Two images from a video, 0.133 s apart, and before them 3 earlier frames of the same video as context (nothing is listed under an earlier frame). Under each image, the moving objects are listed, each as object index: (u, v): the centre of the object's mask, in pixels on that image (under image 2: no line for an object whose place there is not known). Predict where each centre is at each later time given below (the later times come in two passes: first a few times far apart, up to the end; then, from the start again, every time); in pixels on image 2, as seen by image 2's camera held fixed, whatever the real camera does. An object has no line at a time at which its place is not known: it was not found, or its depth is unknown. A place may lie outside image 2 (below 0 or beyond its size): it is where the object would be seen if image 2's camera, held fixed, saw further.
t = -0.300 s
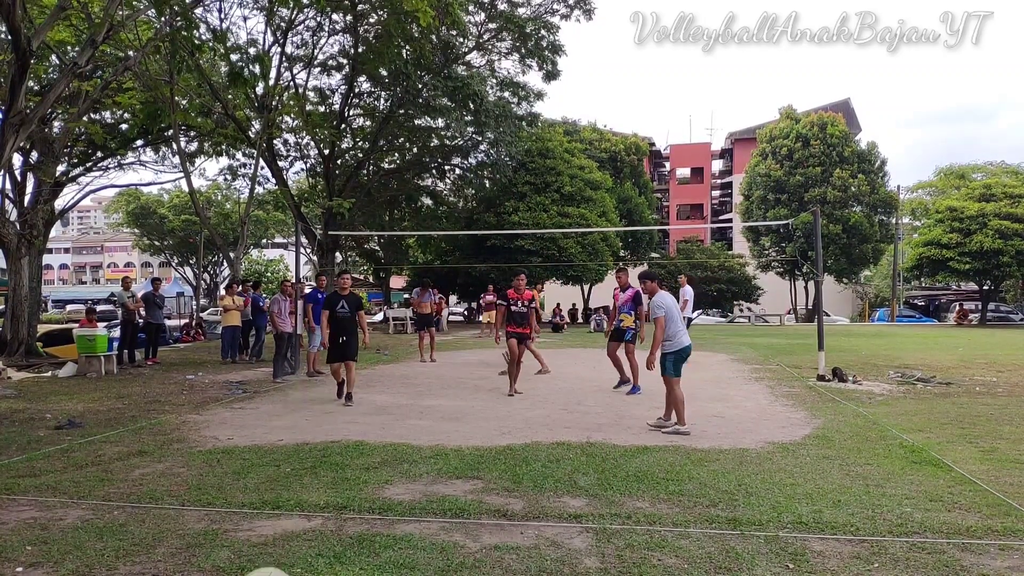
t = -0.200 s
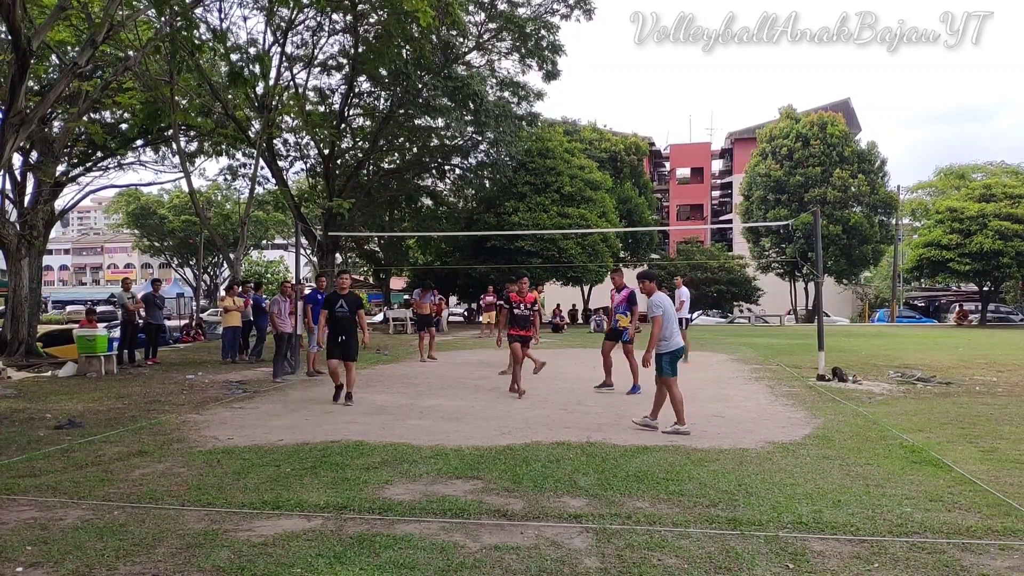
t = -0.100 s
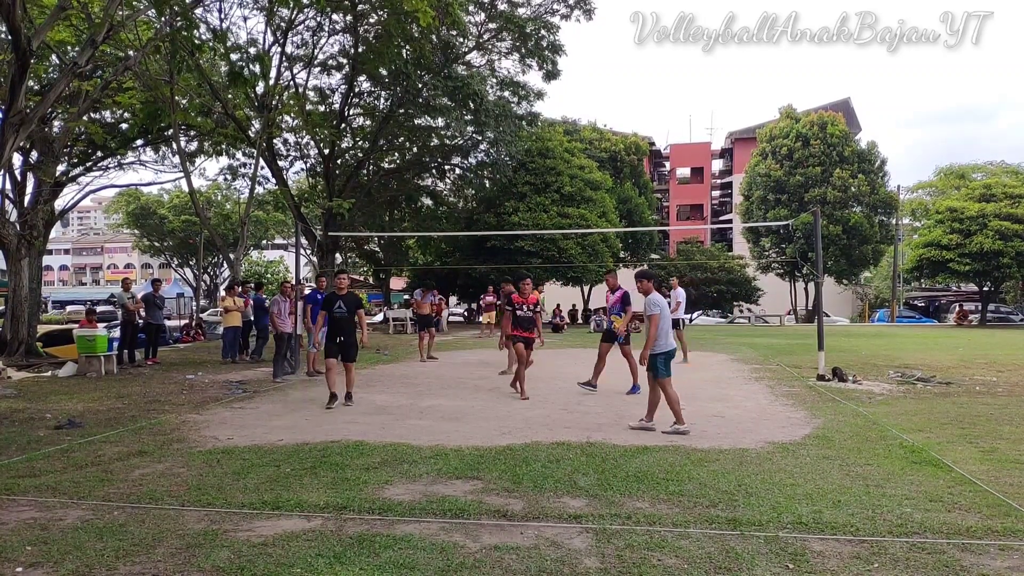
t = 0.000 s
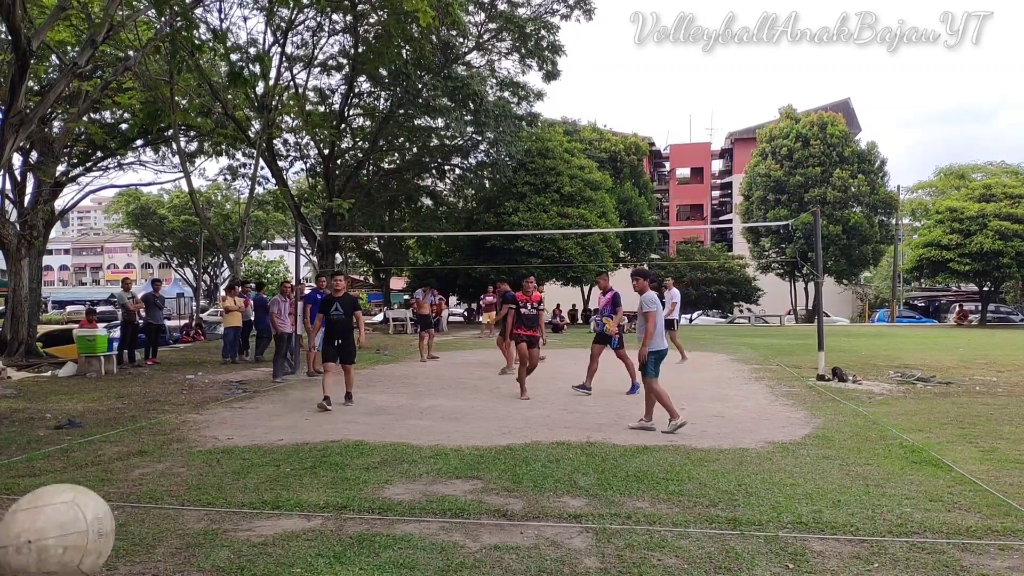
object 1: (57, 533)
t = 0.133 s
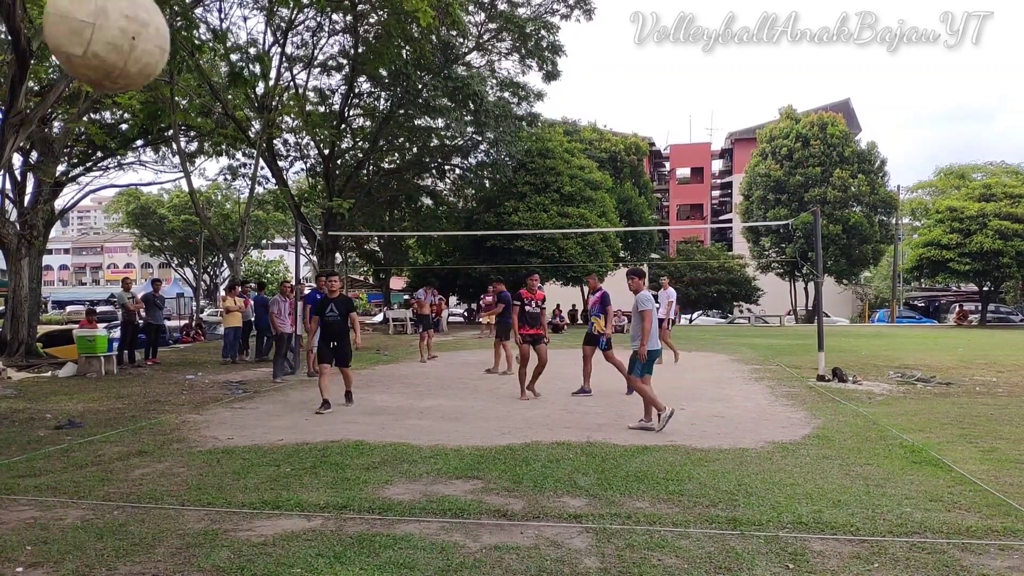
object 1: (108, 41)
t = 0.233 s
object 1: (259, 31)
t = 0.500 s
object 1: (417, 131)
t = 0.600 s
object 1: (444, 185)
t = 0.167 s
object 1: (170, 35)
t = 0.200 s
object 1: (219, 32)
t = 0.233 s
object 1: (259, 31)
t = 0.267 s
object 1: (291, 34)
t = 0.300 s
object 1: (318, 42)
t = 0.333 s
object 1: (341, 54)
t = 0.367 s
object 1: (361, 67)
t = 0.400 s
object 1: (378, 82)
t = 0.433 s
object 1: (393, 98)
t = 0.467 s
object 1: (405, 114)
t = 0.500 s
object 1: (417, 131)
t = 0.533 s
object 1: (427, 148)
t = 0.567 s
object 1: (436, 167)
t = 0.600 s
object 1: (444, 185)
